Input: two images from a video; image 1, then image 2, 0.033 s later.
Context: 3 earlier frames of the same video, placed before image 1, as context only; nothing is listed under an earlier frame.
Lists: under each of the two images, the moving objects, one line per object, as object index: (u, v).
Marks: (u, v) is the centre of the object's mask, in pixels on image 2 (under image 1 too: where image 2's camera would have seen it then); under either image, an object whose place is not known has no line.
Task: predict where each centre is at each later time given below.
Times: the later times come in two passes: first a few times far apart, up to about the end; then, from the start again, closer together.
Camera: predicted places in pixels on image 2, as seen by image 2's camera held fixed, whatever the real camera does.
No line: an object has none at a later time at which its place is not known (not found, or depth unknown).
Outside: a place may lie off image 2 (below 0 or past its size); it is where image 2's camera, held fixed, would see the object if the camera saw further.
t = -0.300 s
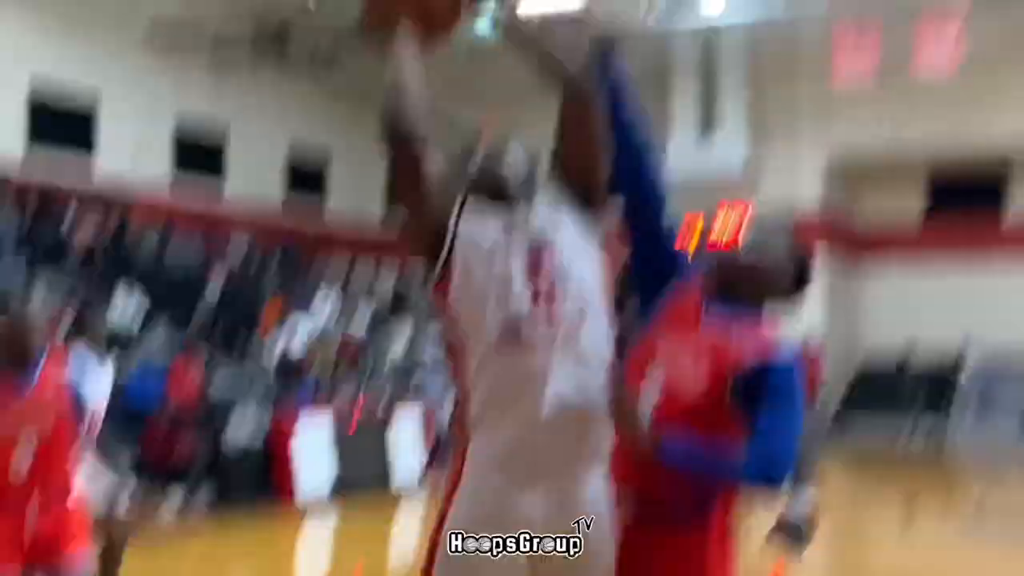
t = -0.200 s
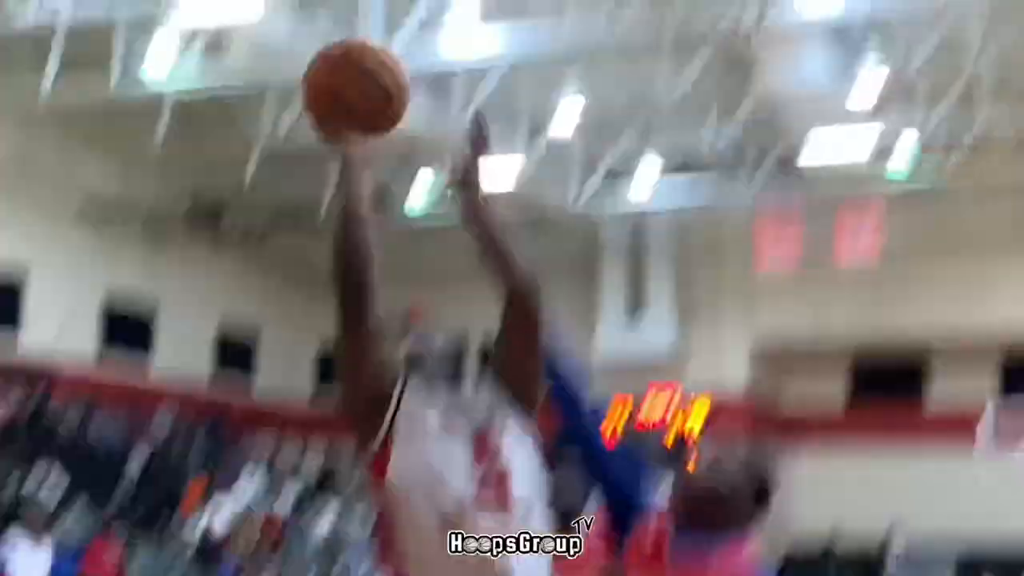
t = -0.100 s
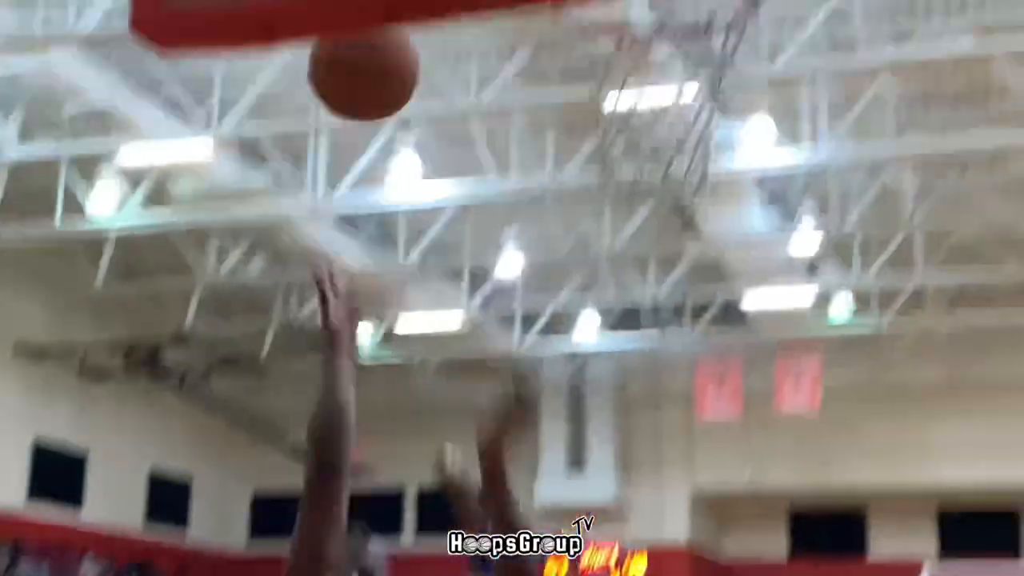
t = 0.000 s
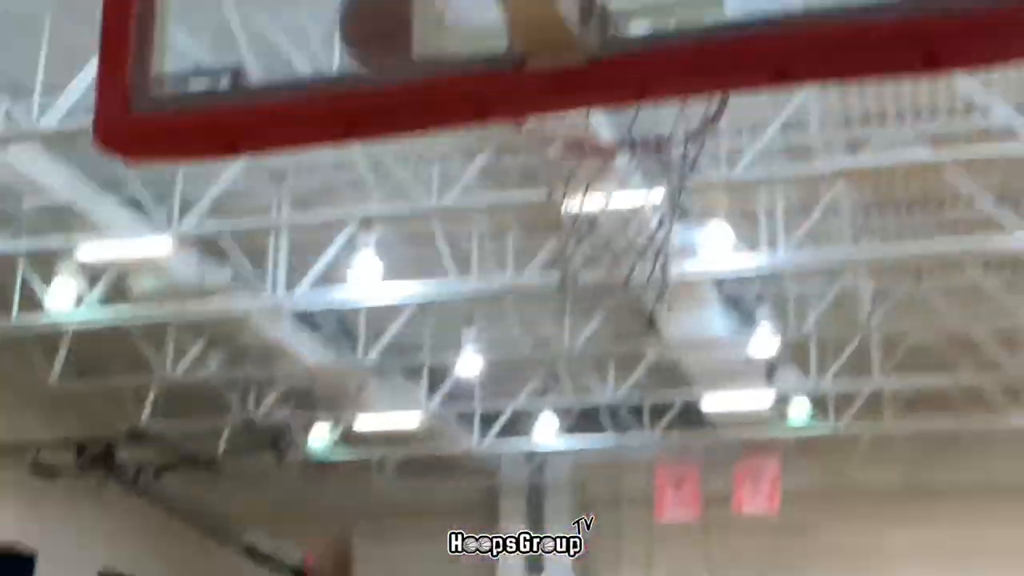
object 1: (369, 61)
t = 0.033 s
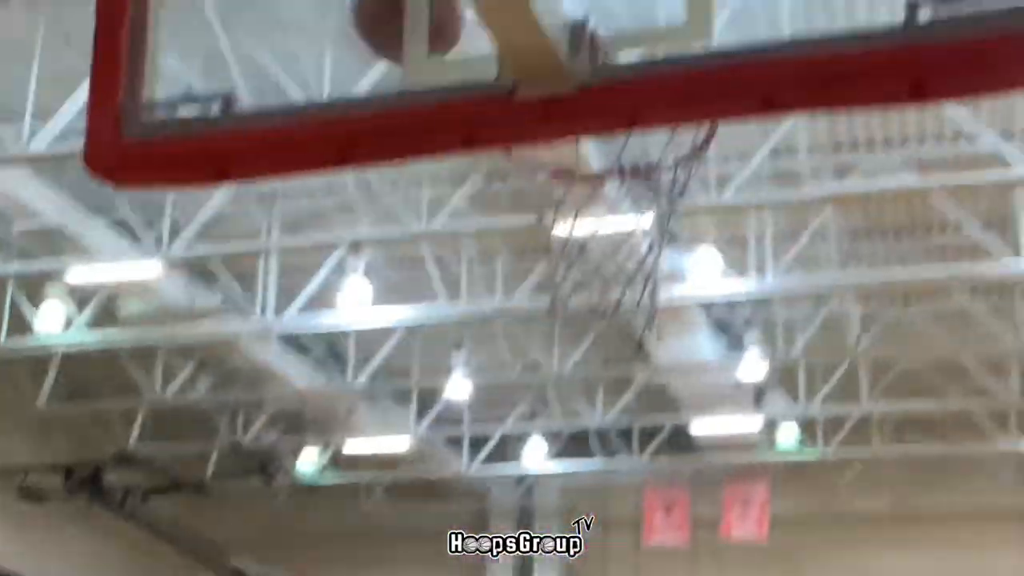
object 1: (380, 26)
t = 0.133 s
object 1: (454, 5)
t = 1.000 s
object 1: (654, 421)
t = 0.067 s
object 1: (429, 7)
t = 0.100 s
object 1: (450, 8)
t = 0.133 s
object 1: (454, 5)
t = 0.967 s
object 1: (637, 381)
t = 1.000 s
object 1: (654, 421)
